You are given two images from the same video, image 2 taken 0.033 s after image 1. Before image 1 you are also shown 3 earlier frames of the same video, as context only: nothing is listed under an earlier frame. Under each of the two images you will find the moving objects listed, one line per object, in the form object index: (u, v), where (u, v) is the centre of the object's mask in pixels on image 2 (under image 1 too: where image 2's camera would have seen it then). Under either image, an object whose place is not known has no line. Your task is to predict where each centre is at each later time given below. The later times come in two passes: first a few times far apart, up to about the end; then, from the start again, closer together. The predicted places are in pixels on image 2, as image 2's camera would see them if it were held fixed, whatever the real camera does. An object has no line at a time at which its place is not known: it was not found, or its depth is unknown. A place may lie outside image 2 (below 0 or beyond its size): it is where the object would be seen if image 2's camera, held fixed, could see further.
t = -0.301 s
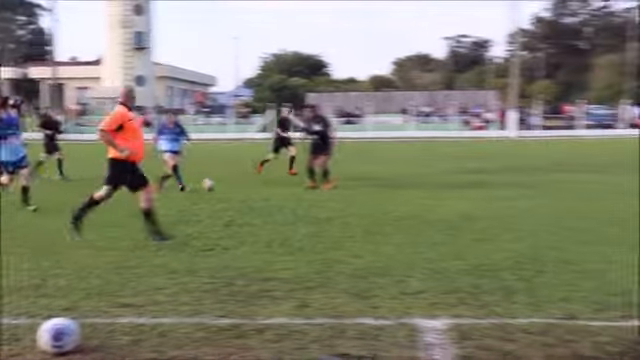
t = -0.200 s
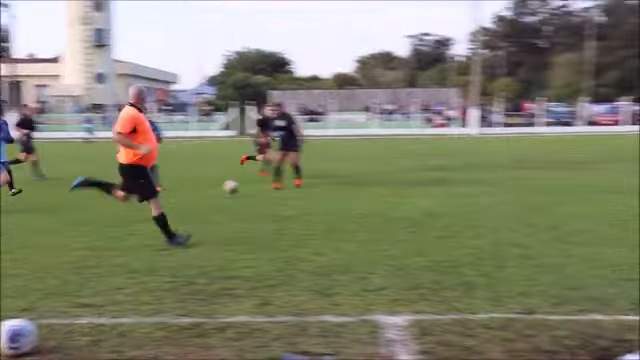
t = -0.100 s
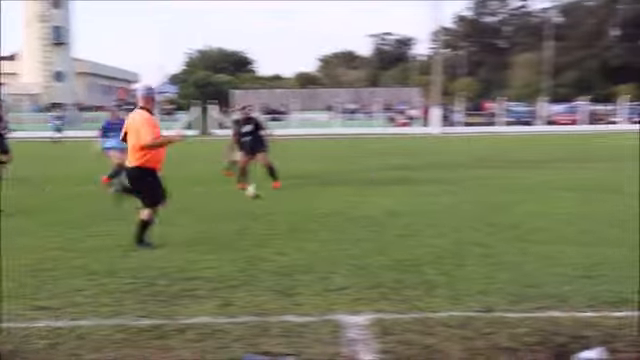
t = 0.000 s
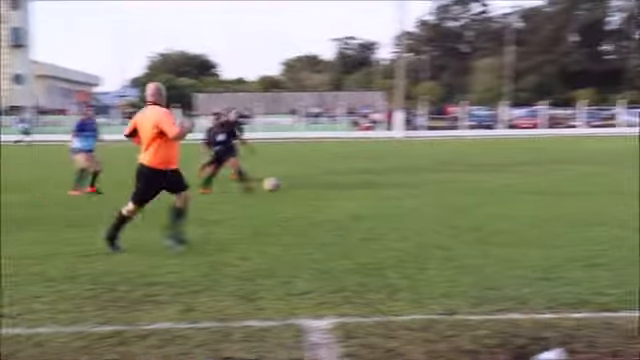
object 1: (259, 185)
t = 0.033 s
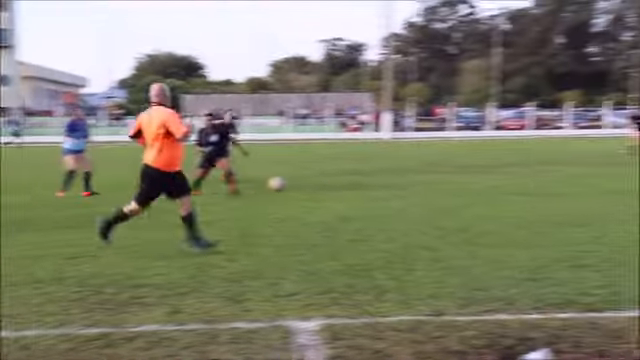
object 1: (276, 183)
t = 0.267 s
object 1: (414, 190)
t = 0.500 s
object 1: (549, 204)
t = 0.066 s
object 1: (294, 182)
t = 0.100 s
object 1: (314, 182)
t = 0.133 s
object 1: (335, 182)
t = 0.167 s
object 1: (353, 182)
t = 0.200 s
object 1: (373, 183)
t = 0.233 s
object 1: (394, 186)
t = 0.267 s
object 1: (414, 190)
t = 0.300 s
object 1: (436, 194)
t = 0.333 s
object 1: (457, 199)
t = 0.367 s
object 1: (481, 208)
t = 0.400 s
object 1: (500, 209)
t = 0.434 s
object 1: (517, 207)
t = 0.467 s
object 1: (533, 205)
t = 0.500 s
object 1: (549, 204)
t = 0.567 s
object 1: (582, 205)
